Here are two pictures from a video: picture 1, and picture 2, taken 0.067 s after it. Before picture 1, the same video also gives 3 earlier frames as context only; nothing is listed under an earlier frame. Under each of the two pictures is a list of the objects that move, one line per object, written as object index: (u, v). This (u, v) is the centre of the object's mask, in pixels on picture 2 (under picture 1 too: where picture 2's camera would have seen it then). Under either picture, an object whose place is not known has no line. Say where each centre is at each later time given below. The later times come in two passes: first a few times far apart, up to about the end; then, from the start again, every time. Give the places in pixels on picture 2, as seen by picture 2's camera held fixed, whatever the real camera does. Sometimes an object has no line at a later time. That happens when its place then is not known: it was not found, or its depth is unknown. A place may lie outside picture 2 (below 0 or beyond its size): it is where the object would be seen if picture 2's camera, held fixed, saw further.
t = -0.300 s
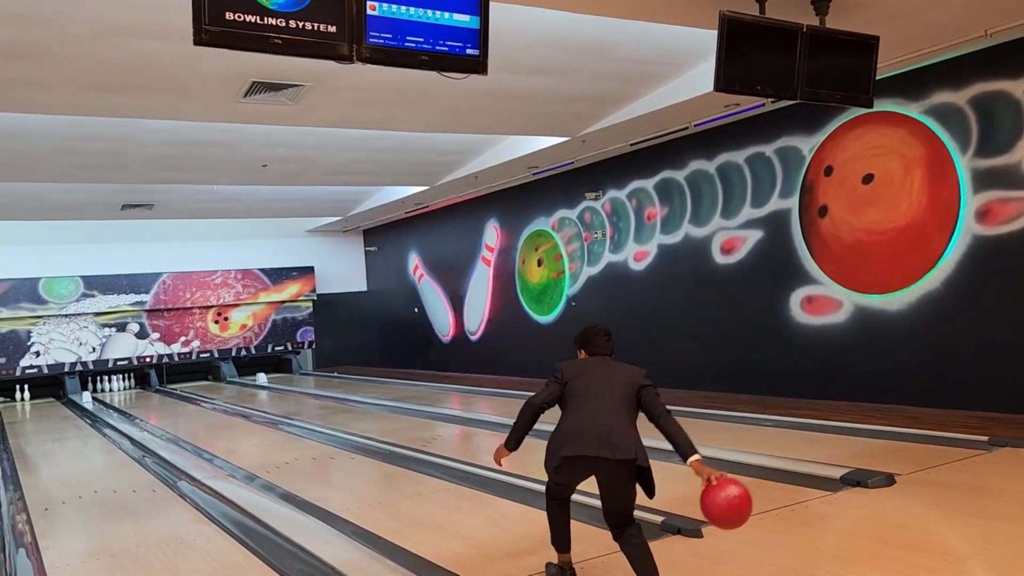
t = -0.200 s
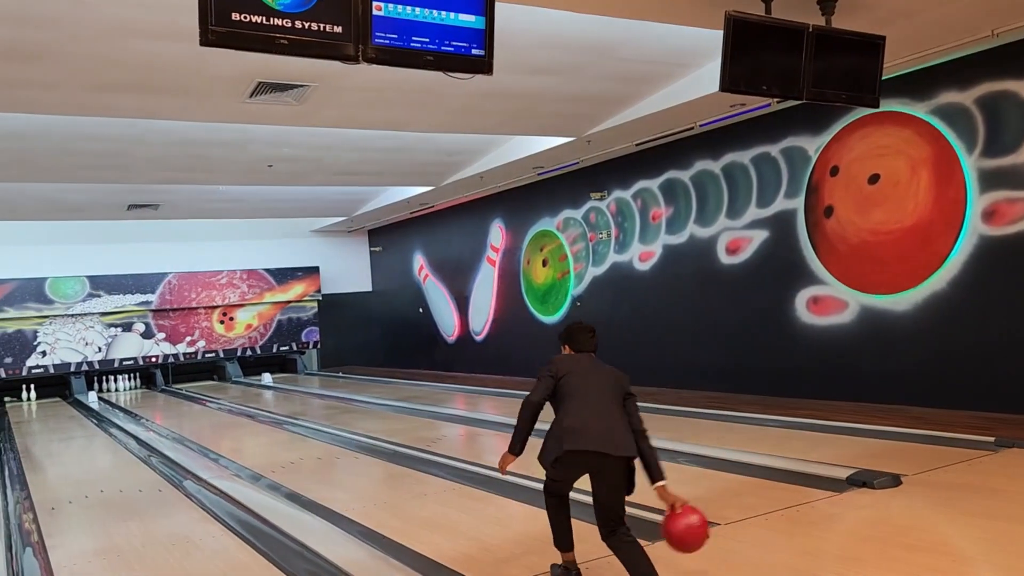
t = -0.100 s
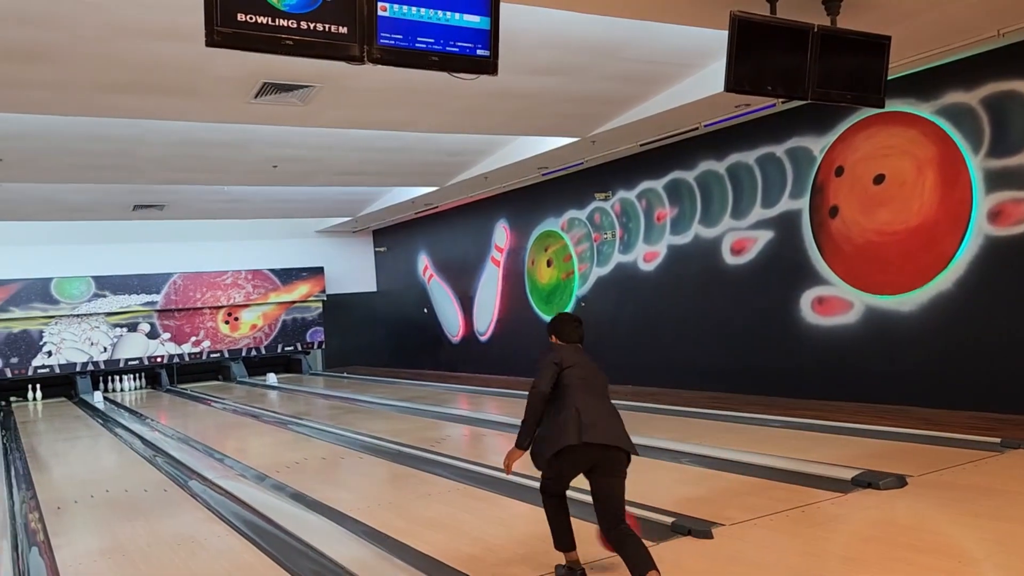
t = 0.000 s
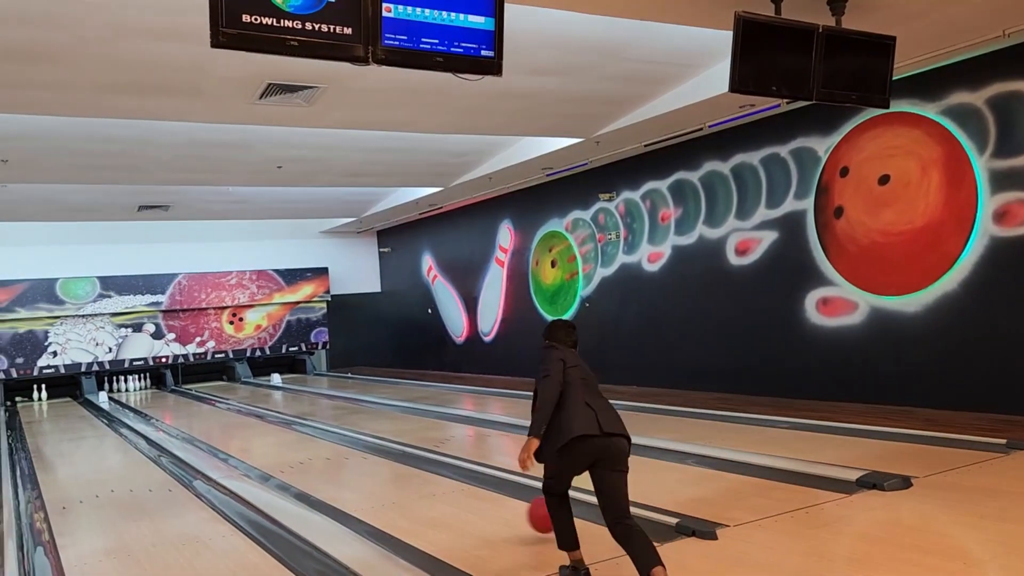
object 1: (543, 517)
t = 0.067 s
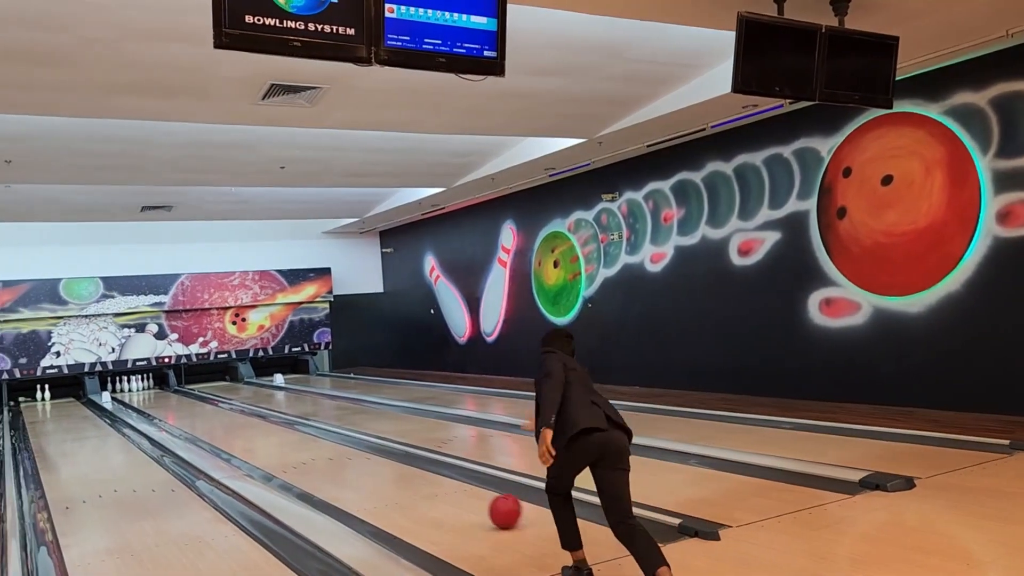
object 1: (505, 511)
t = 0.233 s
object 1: (421, 484)
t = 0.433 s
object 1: (351, 462)
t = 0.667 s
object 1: (295, 444)
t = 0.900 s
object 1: (254, 431)
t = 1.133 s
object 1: (223, 422)
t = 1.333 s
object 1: (202, 416)
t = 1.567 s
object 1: (182, 410)
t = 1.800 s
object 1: (166, 405)
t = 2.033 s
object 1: (152, 401)
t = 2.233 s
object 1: (142, 398)
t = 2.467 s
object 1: (132, 395)
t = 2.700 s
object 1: (124, 392)
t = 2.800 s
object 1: (121, 391)
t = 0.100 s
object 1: (486, 505)
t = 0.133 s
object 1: (468, 500)
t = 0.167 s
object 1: (451, 494)
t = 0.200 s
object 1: (436, 489)
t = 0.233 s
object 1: (421, 484)
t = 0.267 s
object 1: (408, 480)
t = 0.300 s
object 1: (395, 476)
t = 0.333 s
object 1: (383, 473)
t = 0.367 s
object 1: (372, 469)
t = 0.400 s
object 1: (361, 466)
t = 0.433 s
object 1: (351, 462)
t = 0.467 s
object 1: (342, 459)
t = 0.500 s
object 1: (333, 456)
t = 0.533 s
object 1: (325, 454)
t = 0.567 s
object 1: (316, 451)
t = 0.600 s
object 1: (309, 449)
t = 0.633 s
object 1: (302, 446)
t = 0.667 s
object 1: (295, 444)
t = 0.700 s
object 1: (288, 442)
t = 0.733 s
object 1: (282, 440)
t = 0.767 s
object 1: (276, 438)
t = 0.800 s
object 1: (270, 436)
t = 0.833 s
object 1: (264, 435)
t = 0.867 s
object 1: (259, 433)
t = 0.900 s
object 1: (254, 431)
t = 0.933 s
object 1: (249, 430)
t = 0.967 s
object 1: (244, 428)
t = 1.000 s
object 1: (240, 427)
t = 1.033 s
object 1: (235, 426)
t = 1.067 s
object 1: (231, 424)
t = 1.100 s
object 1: (227, 423)
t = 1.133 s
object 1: (223, 422)
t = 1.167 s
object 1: (219, 421)
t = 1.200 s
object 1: (215, 420)
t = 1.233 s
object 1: (212, 418)
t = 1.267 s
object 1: (208, 418)
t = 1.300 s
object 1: (205, 416)
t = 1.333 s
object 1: (202, 416)
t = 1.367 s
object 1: (199, 415)
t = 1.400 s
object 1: (196, 414)
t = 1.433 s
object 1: (193, 413)
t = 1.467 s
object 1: (190, 412)
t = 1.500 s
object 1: (188, 411)
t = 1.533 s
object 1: (185, 410)
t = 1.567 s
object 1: (182, 410)
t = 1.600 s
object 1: (180, 409)
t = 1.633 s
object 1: (177, 408)
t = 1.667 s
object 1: (175, 407)
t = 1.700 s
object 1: (172, 407)
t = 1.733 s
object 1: (170, 406)
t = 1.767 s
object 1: (168, 405)
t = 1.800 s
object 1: (166, 405)
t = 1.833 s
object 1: (164, 404)
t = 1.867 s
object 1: (162, 404)
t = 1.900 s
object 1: (160, 403)
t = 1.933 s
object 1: (158, 402)
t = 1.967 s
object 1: (156, 402)
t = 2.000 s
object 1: (154, 402)
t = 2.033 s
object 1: (152, 401)
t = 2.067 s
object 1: (150, 400)
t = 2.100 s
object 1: (149, 400)
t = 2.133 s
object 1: (147, 399)
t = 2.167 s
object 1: (146, 398)
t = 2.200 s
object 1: (144, 398)
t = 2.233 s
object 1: (142, 398)
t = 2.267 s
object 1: (141, 398)
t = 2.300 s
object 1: (139, 397)
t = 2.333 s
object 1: (138, 396)
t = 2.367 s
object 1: (137, 396)
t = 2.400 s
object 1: (135, 395)
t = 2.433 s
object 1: (134, 395)
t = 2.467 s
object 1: (132, 395)
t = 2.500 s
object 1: (131, 394)
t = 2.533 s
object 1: (130, 394)
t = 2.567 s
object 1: (128, 393)
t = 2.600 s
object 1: (127, 393)
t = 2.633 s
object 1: (126, 393)
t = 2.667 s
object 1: (125, 392)
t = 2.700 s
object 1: (124, 392)
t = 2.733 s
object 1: (123, 392)
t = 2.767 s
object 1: (122, 391)
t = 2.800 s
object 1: (121, 391)
